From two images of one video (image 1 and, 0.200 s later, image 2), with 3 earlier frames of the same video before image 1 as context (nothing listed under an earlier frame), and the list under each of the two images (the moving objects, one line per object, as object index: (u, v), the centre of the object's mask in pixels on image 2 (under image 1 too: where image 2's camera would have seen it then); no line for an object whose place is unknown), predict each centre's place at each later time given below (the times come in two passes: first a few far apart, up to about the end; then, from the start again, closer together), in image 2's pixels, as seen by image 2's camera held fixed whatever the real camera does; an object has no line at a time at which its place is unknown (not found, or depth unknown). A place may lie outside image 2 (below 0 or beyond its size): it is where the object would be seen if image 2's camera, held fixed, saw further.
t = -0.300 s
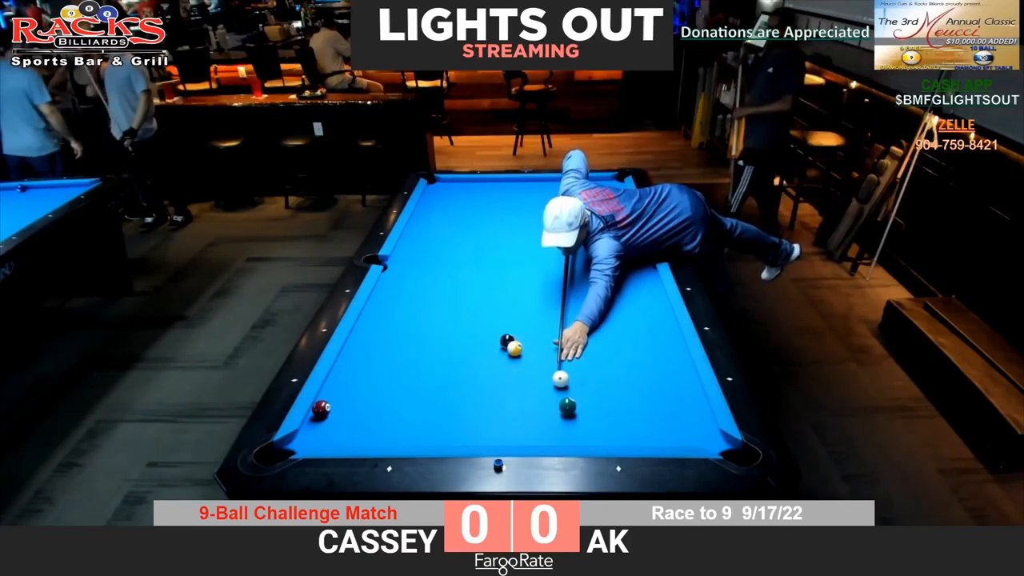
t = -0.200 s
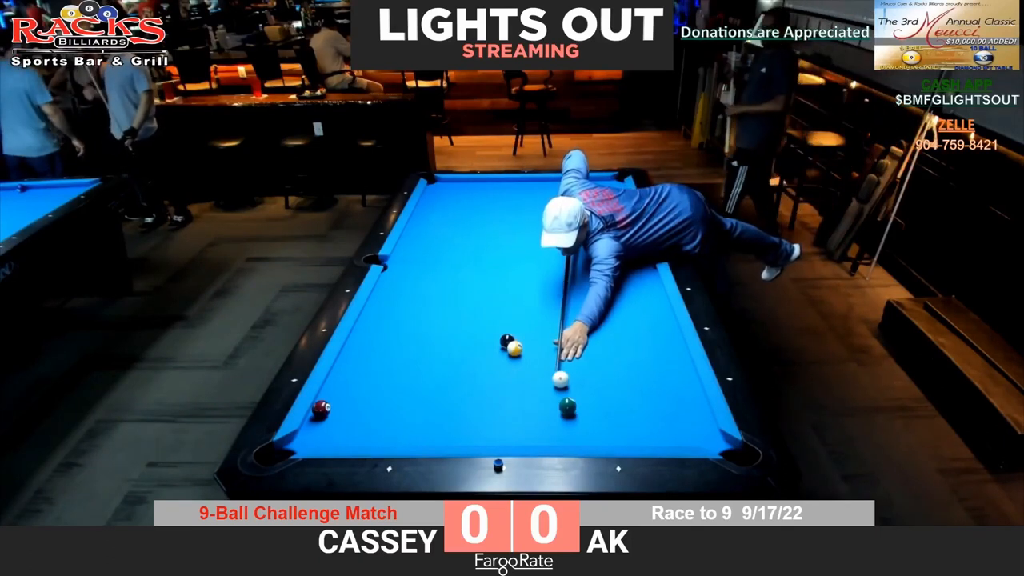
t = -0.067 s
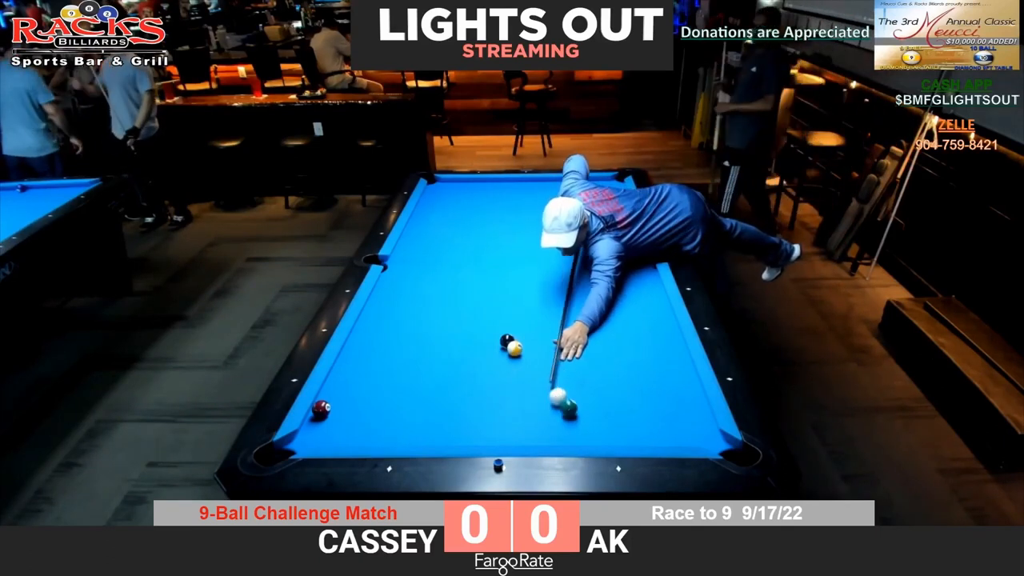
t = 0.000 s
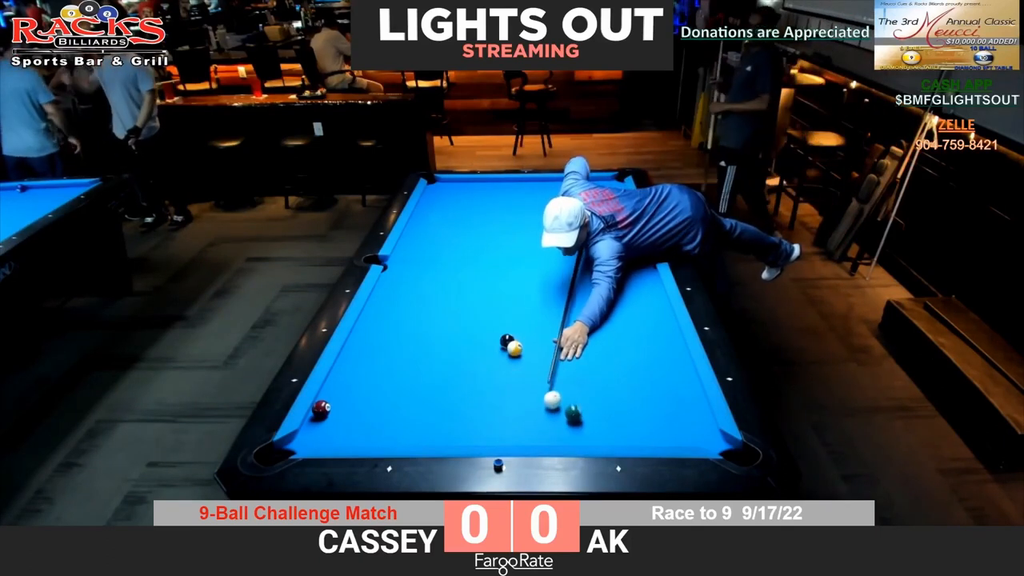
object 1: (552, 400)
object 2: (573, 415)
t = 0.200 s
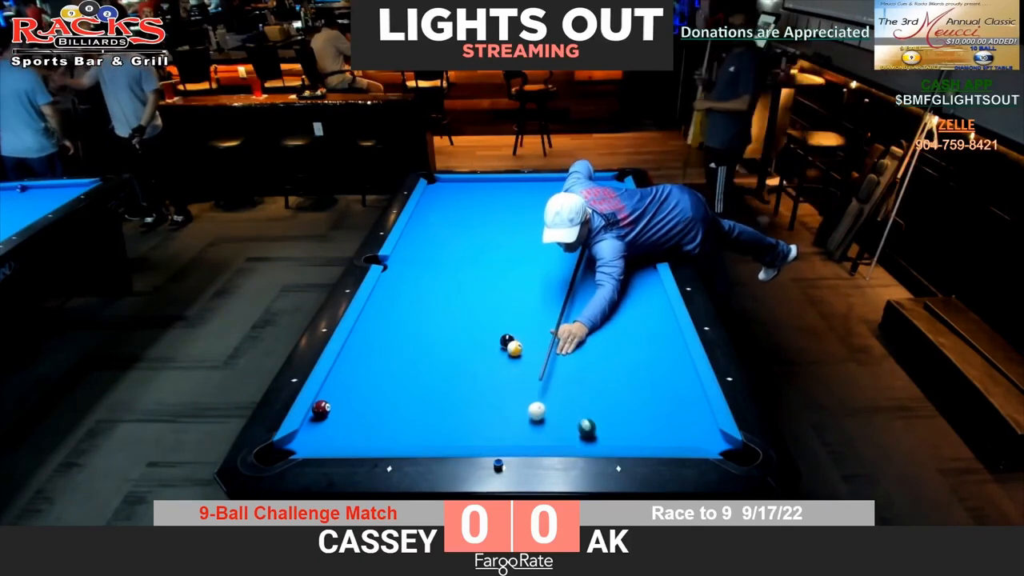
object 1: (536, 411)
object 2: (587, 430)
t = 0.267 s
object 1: (531, 415)
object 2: (592, 434)
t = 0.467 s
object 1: (515, 426)
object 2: (602, 438)
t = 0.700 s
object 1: (497, 437)
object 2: (609, 432)
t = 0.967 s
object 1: (473, 435)
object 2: (615, 422)
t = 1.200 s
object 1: (454, 429)
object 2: (620, 414)
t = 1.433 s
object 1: (437, 423)
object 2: (624, 409)
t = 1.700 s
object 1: (419, 417)
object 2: (628, 404)
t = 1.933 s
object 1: (405, 413)
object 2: (630, 400)
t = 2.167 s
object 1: (393, 409)
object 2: (633, 398)
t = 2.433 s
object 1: (380, 405)
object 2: (634, 395)
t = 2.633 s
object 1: (372, 403)
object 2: (635, 394)
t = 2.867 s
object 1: (364, 401)
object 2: (634, 394)
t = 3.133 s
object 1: (357, 398)
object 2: (634, 394)
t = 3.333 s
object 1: (352, 397)
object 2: (634, 394)
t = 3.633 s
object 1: (347, 396)
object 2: (634, 393)
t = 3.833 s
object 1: (344, 395)
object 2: (634, 393)
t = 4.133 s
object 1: (343, 395)
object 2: (634, 393)
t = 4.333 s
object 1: (343, 395)
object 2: (634, 393)
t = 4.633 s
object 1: (343, 395)
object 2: (634, 393)
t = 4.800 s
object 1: (343, 395)
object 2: (634, 393)
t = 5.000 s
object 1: (343, 395)
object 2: (634, 394)
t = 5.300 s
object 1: (343, 395)
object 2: (634, 394)
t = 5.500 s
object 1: (343, 395)
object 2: (634, 394)
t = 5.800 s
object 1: (343, 395)
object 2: (634, 394)
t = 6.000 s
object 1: (343, 395)
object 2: (634, 394)
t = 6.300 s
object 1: (343, 395)
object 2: (634, 394)
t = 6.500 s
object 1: (343, 395)
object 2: (634, 394)
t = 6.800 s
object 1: (343, 395)
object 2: (634, 394)
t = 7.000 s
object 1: (343, 395)
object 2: (634, 394)
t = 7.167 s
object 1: (343, 395)
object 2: (634, 394)
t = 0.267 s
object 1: (531, 415)
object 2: (592, 434)
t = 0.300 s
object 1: (528, 417)
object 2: (594, 435)
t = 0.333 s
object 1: (526, 419)
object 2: (596, 437)
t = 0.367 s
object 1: (523, 421)
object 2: (598, 438)
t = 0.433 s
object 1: (518, 424)
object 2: (601, 439)
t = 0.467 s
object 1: (515, 426)
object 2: (602, 438)
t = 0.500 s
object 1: (513, 428)
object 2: (603, 437)
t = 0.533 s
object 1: (510, 430)
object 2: (605, 436)
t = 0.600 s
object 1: (505, 433)
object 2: (606, 435)
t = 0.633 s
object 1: (502, 435)
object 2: (607, 434)
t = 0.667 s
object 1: (500, 436)
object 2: (608, 433)
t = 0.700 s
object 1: (497, 437)
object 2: (609, 432)
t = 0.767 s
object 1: (491, 438)
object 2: (611, 429)
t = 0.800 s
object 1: (489, 438)
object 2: (612, 428)
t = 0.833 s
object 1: (485, 437)
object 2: (612, 426)
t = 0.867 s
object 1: (482, 436)
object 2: (613, 425)
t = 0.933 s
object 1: (476, 436)
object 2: (615, 423)
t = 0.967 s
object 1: (473, 435)
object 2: (615, 422)
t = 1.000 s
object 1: (471, 434)
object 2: (616, 420)
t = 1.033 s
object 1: (468, 433)
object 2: (617, 419)
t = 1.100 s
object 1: (462, 431)
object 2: (618, 417)
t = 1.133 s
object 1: (459, 430)
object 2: (619, 416)
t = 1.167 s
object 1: (457, 429)
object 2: (619, 415)
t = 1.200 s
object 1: (454, 429)
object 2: (620, 414)
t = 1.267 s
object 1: (449, 427)
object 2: (621, 413)
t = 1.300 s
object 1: (446, 426)
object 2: (622, 412)
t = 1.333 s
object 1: (444, 425)
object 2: (622, 411)
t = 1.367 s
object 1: (442, 425)
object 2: (623, 410)
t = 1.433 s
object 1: (437, 423)
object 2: (624, 409)
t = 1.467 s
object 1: (434, 422)
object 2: (625, 408)
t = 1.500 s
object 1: (432, 422)
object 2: (625, 407)
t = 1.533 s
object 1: (430, 421)
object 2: (625, 407)
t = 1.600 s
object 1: (425, 419)
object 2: (626, 405)
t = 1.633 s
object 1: (423, 418)
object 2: (627, 405)
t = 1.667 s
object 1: (421, 418)
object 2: (627, 404)
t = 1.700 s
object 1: (419, 417)
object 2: (628, 404)
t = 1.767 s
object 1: (415, 416)
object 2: (628, 402)
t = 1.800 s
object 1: (413, 415)
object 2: (629, 402)
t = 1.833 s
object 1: (411, 415)
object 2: (629, 401)
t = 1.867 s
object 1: (409, 414)
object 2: (630, 401)
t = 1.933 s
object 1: (405, 413)
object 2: (630, 400)
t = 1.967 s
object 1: (404, 412)
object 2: (631, 399)
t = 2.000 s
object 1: (402, 412)
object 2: (631, 399)
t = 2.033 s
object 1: (400, 411)
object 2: (631, 399)
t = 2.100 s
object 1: (397, 410)
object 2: (632, 398)
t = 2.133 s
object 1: (395, 409)
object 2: (632, 398)
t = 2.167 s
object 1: (393, 409)
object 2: (633, 398)
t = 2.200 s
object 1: (391, 408)
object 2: (633, 398)
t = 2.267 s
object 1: (388, 408)
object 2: (633, 397)
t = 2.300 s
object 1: (386, 407)
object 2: (633, 396)
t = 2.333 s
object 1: (385, 407)
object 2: (634, 396)
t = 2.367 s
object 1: (383, 406)
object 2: (634, 395)
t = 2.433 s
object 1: (380, 405)
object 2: (634, 395)
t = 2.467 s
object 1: (379, 405)
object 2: (634, 395)
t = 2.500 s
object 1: (377, 404)
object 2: (634, 395)
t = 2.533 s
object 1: (376, 404)
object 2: (635, 395)
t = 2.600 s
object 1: (374, 403)
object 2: (635, 394)
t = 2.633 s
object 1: (372, 403)
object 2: (635, 394)
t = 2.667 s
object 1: (371, 403)
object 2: (635, 394)
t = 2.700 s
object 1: (370, 402)
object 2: (635, 394)
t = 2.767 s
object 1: (367, 402)
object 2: (634, 394)
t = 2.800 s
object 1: (366, 401)
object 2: (634, 394)
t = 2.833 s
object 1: (365, 401)
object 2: (634, 394)
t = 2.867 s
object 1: (364, 401)
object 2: (634, 394)
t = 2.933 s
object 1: (362, 400)
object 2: (634, 394)
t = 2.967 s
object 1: (361, 400)
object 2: (634, 394)
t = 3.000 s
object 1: (360, 399)
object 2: (634, 394)
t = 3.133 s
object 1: (357, 398)
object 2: (634, 394)
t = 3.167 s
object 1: (356, 398)
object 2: (634, 393)
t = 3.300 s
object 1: (352, 398)
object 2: (634, 393)
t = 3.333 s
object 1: (352, 397)
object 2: (634, 394)
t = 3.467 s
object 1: (349, 397)
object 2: (634, 393)
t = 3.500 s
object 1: (349, 396)
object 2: (634, 393)
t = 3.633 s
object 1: (347, 396)
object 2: (634, 393)
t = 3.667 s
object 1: (346, 396)
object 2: (634, 393)
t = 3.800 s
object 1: (345, 395)
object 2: (633, 393)
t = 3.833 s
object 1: (344, 395)
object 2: (634, 393)
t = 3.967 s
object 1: (343, 395)
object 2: (634, 393)
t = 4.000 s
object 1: (343, 395)
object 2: (634, 393)
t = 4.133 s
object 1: (343, 395)
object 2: (634, 393)
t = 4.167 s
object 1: (343, 395)
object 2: (634, 393)
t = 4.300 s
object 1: (343, 395)
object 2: (634, 393)
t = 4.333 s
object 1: (343, 395)
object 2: (634, 393)
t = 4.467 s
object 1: (343, 395)
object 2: (634, 393)
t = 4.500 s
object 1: (343, 395)
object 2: (634, 393)
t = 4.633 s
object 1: (343, 395)
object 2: (634, 393)
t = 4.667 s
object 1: (343, 395)
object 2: (634, 393)
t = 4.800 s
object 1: (343, 395)
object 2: (634, 393)
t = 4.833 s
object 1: (343, 395)
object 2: (634, 393)
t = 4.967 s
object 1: (343, 395)
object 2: (633, 393)
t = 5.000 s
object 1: (343, 395)
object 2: (634, 394)
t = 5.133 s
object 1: (343, 395)
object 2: (633, 393)
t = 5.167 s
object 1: (343, 395)
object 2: (634, 394)
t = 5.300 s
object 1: (343, 395)
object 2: (634, 394)
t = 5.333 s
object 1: (343, 395)
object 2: (633, 393)
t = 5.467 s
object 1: (343, 395)
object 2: (634, 394)
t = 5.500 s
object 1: (343, 395)
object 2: (634, 394)
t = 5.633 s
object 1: (343, 395)
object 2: (634, 394)
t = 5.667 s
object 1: (343, 395)
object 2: (634, 394)
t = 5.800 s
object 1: (343, 395)
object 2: (634, 394)
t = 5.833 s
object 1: (343, 395)
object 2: (633, 393)
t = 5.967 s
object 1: (343, 395)
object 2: (634, 394)
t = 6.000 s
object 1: (343, 395)
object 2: (634, 394)
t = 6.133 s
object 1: (343, 395)
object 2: (634, 394)
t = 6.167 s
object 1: (343, 395)
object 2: (634, 394)
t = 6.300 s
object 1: (343, 395)
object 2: (634, 394)
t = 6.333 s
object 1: (343, 395)
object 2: (634, 394)
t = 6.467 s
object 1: (343, 395)
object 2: (634, 394)
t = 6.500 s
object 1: (343, 395)
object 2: (634, 394)
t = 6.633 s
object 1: (343, 395)
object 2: (634, 394)
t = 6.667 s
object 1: (343, 395)
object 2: (634, 394)
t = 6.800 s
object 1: (343, 395)
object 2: (634, 394)
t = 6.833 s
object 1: (343, 395)
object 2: (634, 394)
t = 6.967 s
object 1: (343, 395)
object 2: (634, 394)
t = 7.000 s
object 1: (343, 395)
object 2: (634, 394)
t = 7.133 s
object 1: (343, 395)
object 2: (634, 394)
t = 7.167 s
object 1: (343, 395)
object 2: (634, 394)
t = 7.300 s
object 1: (343, 395)
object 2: (634, 394)
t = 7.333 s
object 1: (343, 395)
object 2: (634, 394)
